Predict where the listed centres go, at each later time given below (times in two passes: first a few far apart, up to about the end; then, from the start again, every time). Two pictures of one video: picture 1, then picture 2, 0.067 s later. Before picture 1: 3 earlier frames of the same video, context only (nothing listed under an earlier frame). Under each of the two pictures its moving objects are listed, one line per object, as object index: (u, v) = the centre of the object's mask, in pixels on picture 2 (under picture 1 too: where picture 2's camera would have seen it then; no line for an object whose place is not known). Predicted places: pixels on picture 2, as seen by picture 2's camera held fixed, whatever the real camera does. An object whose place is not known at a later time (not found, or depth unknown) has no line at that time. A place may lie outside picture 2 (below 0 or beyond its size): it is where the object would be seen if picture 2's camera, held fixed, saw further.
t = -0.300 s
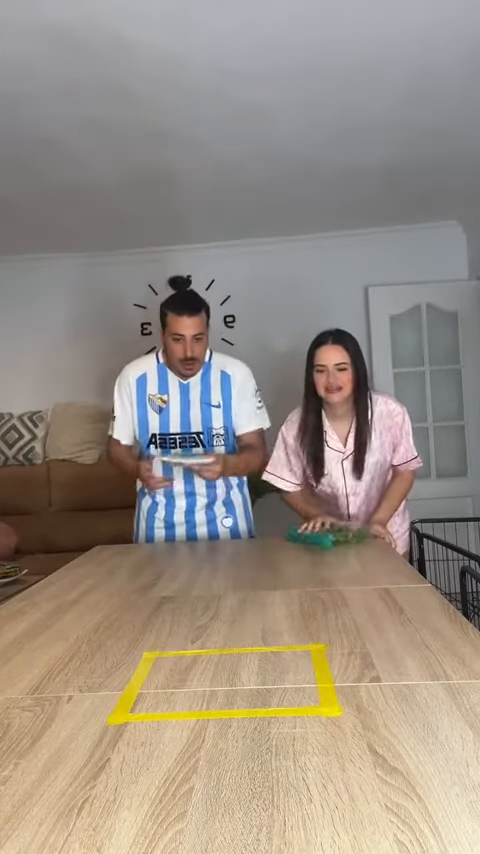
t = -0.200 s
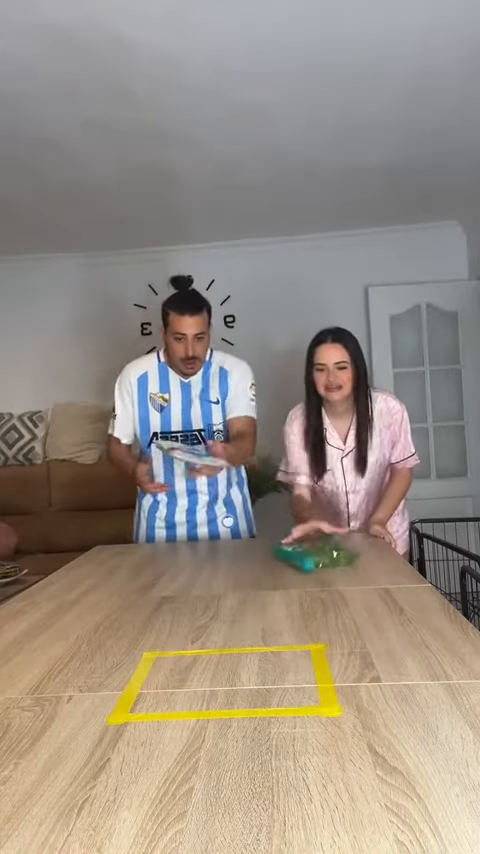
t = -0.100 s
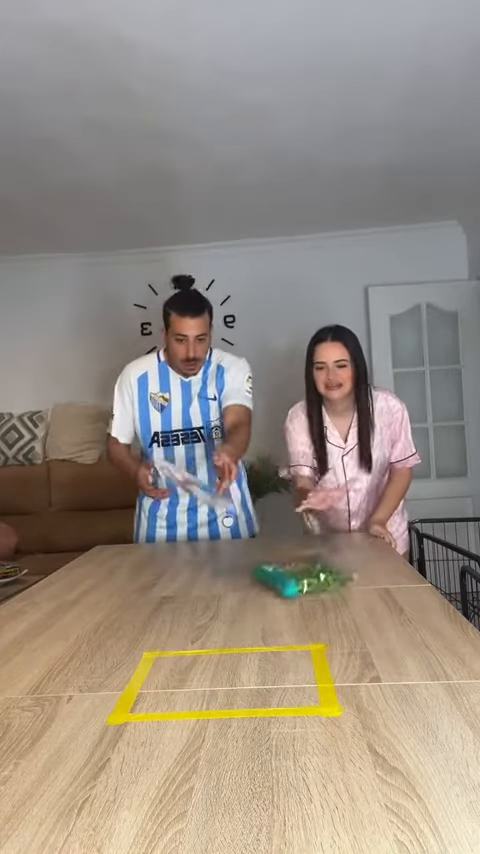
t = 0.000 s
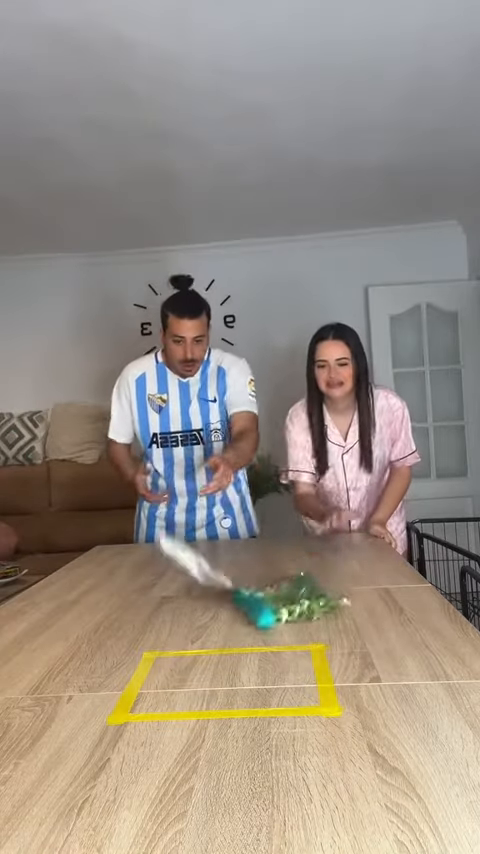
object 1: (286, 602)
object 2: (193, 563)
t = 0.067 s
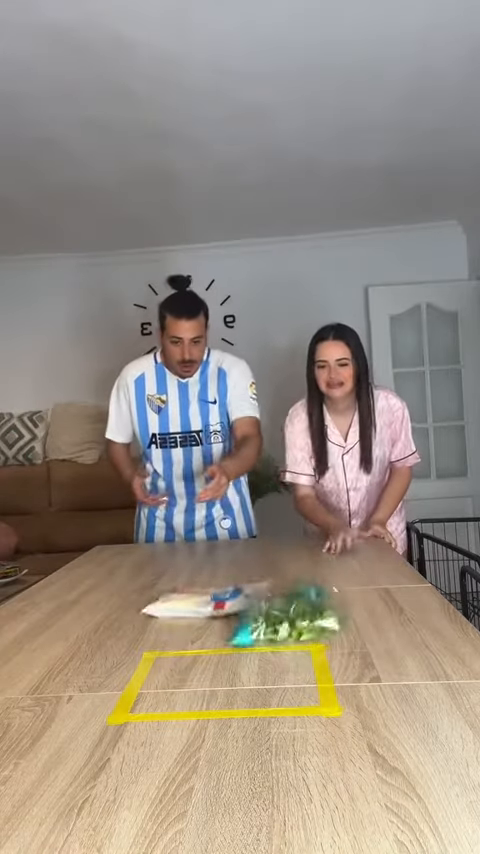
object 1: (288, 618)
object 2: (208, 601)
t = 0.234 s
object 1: (298, 657)
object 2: (199, 630)
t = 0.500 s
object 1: (323, 702)
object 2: (187, 663)
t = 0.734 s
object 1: (326, 706)
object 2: (182, 670)
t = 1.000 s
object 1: (326, 706)
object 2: (182, 670)
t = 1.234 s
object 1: (326, 706)
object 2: (182, 670)
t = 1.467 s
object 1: (326, 706)
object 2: (182, 669)
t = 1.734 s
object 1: (326, 706)
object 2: (182, 669)
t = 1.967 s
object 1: (326, 706)
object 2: (182, 669)
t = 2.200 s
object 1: (326, 706)
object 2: (182, 669)
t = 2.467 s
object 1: (326, 706)
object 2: (182, 669)
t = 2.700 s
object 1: (326, 706)
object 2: (182, 670)
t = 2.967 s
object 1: (327, 706)
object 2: (182, 670)
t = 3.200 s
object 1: (327, 706)
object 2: (182, 670)
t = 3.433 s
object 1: (327, 706)
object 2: (182, 670)
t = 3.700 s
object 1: (326, 706)
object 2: (182, 670)
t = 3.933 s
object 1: (327, 706)
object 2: (182, 670)
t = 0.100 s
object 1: (290, 626)
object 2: (207, 608)
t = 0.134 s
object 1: (292, 632)
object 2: (204, 615)
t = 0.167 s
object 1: (295, 640)
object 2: (204, 620)
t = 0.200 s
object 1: (298, 648)
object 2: (202, 626)
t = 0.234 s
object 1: (298, 657)
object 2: (199, 630)
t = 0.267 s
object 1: (300, 665)
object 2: (198, 635)
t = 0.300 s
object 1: (303, 672)
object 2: (196, 640)
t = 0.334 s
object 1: (306, 679)
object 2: (194, 645)
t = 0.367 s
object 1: (309, 685)
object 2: (192, 650)
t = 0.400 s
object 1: (315, 690)
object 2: (190, 654)
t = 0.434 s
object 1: (320, 695)
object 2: (188, 657)
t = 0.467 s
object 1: (322, 699)
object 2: (188, 661)
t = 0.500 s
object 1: (323, 702)
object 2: (187, 663)
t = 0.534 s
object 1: (324, 704)
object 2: (185, 666)
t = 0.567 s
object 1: (325, 705)
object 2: (184, 667)
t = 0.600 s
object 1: (325, 705)
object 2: (183, 669)
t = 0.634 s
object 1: (326, 706)
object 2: (182, 669)
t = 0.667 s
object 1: (326, 706)
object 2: (182, 670)
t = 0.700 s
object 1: (326, 706)
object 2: (182, 670)
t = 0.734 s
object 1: (326, 706)
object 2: (182, 670)
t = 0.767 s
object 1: (326, 706)
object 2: (182, 670)
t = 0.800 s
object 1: (326, 706)
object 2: (182, 670)
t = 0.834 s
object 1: (326, 706)
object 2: (182, 670)
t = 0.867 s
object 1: (326, 706)
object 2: (182, 670)
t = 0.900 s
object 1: (326, 706)
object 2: (182, 670)
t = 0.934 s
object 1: (326, 706)
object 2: (182, 670)
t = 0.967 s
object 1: (326, 706)
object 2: (182, 670)
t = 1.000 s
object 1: (326, 706)
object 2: (182, 670)
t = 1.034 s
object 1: (326, 706)
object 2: (182, 670)
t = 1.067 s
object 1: (326, 706)
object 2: (182, 670)
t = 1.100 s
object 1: (326, 706)
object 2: (182, 670)
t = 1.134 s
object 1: (326, 706)
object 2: (182, 670)
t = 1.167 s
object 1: (326, 706)
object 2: (182, 670)
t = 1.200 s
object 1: (326, 706)
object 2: (182, 670)
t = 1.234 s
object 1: (326, 706)
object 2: (182, 670)
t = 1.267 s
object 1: (326, 706)
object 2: (182, 669)
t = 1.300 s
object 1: (326, 706)
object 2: (182, 669)
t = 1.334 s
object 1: (326, 706)
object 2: (182, 669)
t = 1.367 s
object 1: (326, 706)
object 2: (182, 669)
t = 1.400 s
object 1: (326, 706)
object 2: (182, 669)
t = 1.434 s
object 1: (326, 706)
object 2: (182, 669)
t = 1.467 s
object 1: (326, 706)
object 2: (182, 669)
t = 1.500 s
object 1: (326, 706)
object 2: (182, 669)
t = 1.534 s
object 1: (326, 706)
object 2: (182, 669)
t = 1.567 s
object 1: (326, 706)
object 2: (182, 669)
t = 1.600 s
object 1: (326, 706)
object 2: (182, 669)
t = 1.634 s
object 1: (326, 706)
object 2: (182, 669)
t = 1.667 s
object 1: (326, 706)
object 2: (182, 669)
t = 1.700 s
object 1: (326, 706)
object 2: (182, 669)
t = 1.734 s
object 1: (326, 706)
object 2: (182, 669)
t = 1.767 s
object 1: (326, 706)
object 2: (182, 669)
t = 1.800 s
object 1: (326, 706)
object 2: (182, 669)
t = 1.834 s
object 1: (326, 706)
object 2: (182, 669)
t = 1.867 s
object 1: (326, 706)
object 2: (182, 669)
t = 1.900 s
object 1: (326, 706)
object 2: (182, 669)
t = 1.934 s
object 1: (326, 706)
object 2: (182, 669)
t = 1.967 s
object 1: (326, 706)
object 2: (182, 669)
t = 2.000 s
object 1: (326, 706)
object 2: (182, 669)
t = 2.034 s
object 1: (326, 706)
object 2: (182, 669)
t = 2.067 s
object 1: (326, 706)
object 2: (182, 669)
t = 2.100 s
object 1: (326, 706)
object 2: (182, 669)
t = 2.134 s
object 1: (326, 706)
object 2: (182, 669)
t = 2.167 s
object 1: (326, 706)
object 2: (182, 669)
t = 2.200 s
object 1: (326, 706)
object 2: (182, 669)
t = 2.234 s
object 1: (326, 706)
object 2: (182, 669)
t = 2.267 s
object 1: (326, 706)
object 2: (182, 669)
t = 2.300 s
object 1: (326, 706)
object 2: (182, 669)
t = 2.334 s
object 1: (326, 706)
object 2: (182, 669)
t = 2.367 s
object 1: (326, 706)
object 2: (182, 669)
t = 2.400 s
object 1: (326, 706)
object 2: (182, 669)
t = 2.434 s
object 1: (326, 706)
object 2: (182, 669)
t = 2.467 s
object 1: (326, 706)
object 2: (182, 669)
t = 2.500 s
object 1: (326, 706)
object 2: (182, 669)
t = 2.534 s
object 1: (326, 706)
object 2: (182, 669)
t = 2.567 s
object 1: (326, 706)
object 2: (182, 669)
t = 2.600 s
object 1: (326, 706)
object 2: (182, 670)
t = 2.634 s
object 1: (326, 706)
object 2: (182, 669)
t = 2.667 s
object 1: (326, 706)
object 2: (182, 669)
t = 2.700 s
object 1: (326, 706)
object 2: (182, 670)
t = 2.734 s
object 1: (326, 706)
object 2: (182, 669)
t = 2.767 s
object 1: (326, 706)
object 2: (182, 669)
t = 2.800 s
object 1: (326, 706)
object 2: (182, 669)
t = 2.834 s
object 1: (326, 706)
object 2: (182, 670)
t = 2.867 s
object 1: (326, 706)
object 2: (182, 669)
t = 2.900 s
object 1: (327, 706)
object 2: (182, 670)
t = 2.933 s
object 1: (327, 706)
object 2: (182, 670)
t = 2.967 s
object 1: (327, 706)
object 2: (182, 670)
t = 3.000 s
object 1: (327, 706)
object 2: (182, 670)
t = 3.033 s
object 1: (327, 706)
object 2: (182, 670)
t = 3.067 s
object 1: (327, 706)
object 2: (182, 670)
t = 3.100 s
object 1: (327, 706)
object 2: (182, 670)
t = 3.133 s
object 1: (327, 706)
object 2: (182, 670)
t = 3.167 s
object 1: (327, 706)
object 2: (182, 670)
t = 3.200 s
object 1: (327, 706)
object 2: (182, 670)
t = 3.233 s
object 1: (327, 706)
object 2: (182, 670)
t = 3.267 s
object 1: (327, 706)
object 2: (182, 670)
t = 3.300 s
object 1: (327, 706)
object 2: (182, 670)
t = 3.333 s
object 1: (327, 706)
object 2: (182, 670)
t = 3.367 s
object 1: (327, 706)
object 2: (182, 670)
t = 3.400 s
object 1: (327, 706)
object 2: (182, 670)
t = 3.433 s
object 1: (327, 706)
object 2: (182, 670)
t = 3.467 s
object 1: (327, 706)
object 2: (182, 670)
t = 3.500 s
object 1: (327, 706)
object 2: (182, 670)
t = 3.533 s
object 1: (326, 706)
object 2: (182, 670)
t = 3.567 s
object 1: (326, 706)
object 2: (182, 670)
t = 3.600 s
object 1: (327, 706)
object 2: (182, 670)
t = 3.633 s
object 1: (327, 706)
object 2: (182, 670)
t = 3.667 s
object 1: (326, 706)
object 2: (182, 670)
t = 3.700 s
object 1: (326, 706)
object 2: (182, 670)
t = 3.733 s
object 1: (327, 706)
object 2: (182, 670)
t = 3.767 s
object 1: (326, 706)
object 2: (182, 670)
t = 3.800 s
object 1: (327, 706)
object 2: (182, 670)
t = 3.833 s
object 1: (327, 706)
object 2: (182, 670)
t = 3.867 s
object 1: (327, 706)
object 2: (182, 670)
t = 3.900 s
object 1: (327, 706)
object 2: (182, 670)
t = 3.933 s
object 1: (327, 706)
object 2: (182, 670)
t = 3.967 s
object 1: (327, 706)
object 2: (182, 670)
